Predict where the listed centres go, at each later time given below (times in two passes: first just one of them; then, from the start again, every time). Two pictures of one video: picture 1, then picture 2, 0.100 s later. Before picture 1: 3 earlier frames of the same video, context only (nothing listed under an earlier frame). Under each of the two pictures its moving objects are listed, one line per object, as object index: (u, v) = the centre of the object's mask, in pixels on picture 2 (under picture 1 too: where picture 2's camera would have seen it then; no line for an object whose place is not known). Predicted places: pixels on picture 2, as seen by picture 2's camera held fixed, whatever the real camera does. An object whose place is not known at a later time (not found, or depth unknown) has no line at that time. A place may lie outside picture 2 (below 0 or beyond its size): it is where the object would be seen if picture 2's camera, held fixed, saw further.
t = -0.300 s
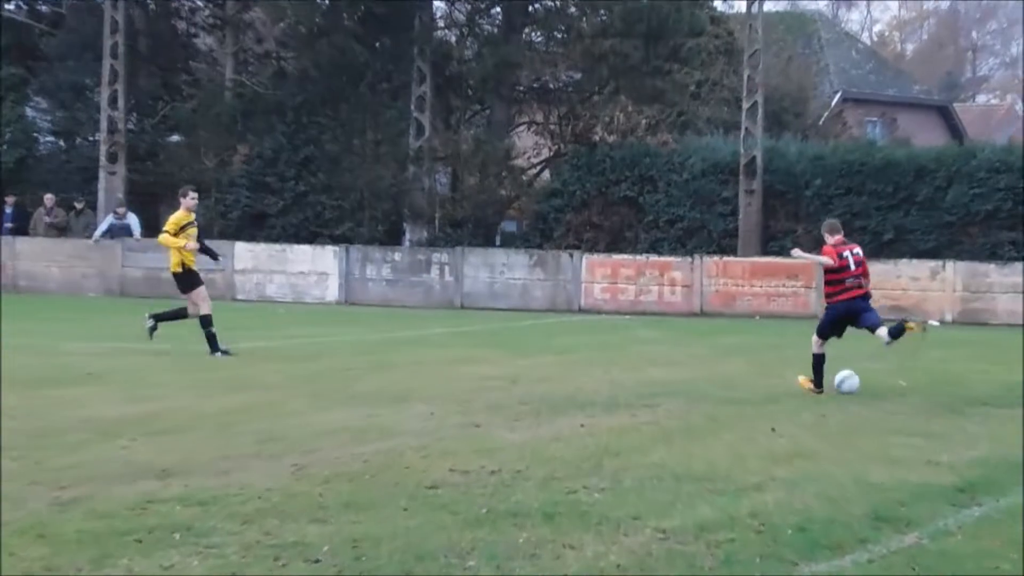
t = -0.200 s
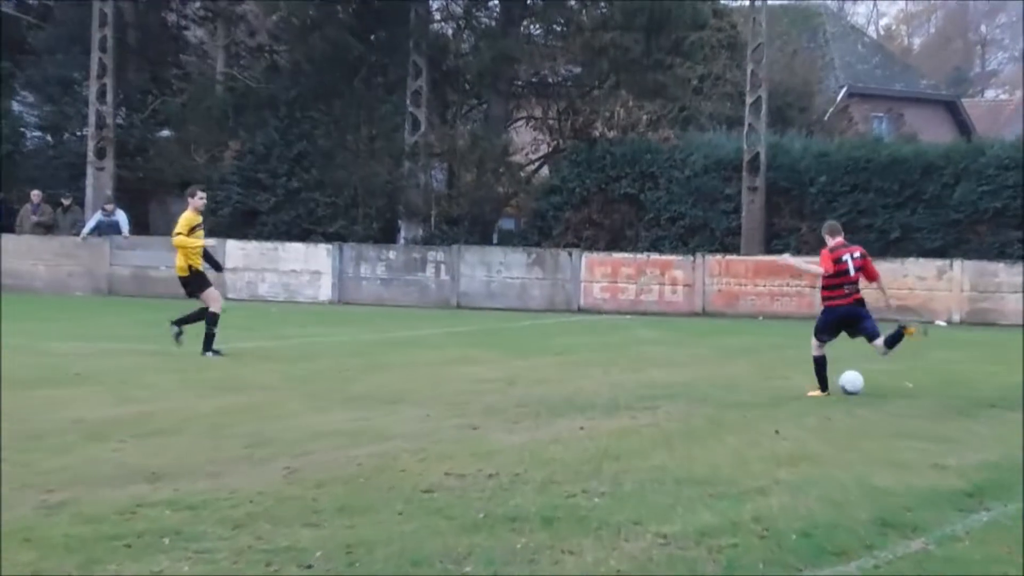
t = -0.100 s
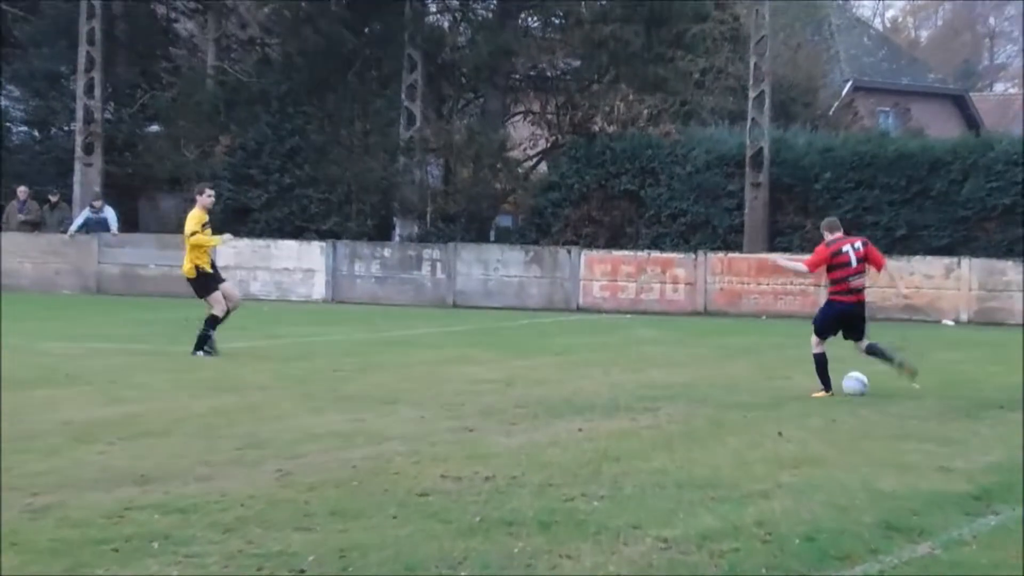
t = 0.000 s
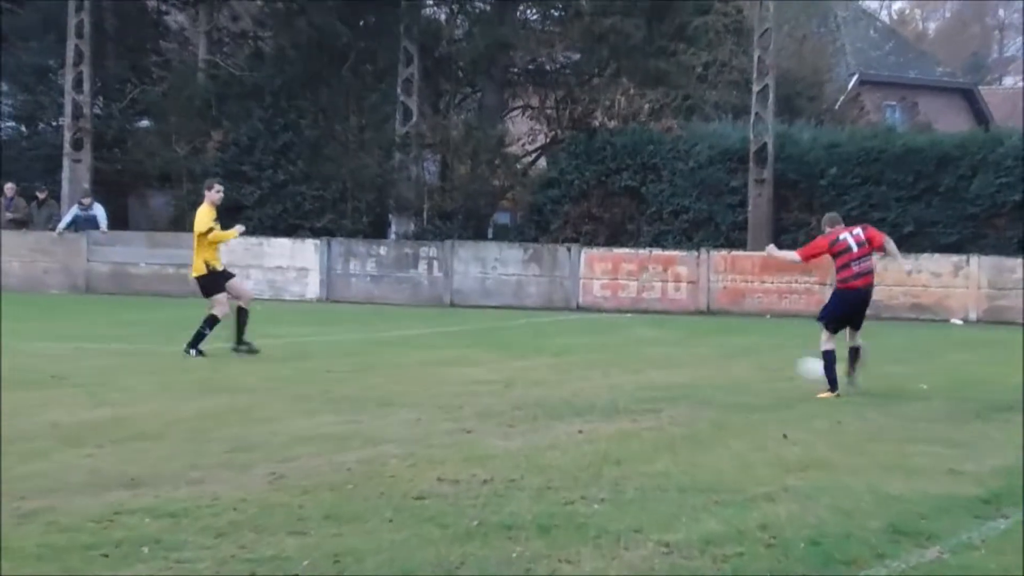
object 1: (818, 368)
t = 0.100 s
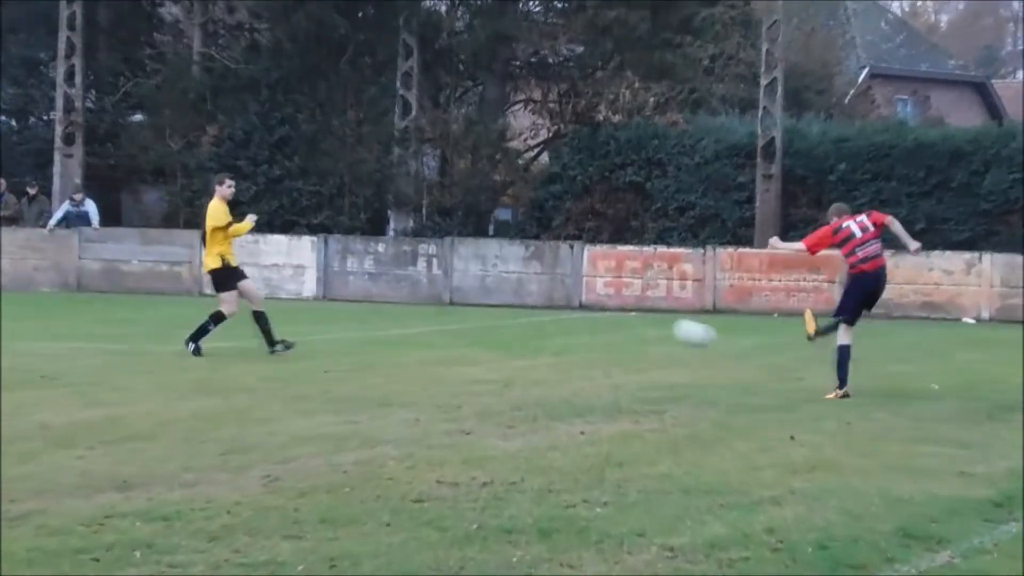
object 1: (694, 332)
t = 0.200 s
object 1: (572, 294)
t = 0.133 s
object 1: (650, 321)
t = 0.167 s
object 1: (611, 304)
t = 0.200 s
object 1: (572, 294)
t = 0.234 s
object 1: (534, 283)
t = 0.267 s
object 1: (494, 274)
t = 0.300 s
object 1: (458, 266)
